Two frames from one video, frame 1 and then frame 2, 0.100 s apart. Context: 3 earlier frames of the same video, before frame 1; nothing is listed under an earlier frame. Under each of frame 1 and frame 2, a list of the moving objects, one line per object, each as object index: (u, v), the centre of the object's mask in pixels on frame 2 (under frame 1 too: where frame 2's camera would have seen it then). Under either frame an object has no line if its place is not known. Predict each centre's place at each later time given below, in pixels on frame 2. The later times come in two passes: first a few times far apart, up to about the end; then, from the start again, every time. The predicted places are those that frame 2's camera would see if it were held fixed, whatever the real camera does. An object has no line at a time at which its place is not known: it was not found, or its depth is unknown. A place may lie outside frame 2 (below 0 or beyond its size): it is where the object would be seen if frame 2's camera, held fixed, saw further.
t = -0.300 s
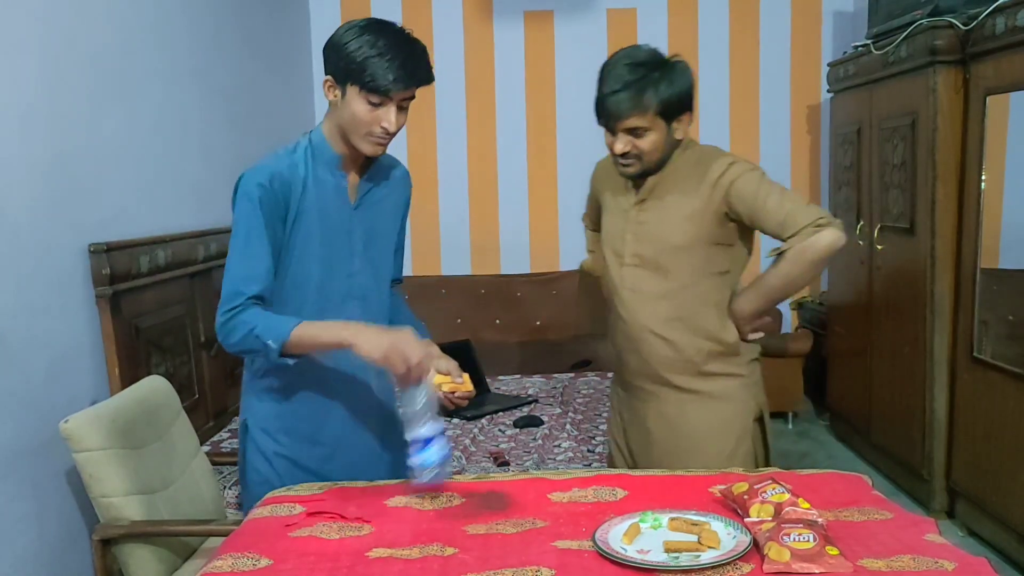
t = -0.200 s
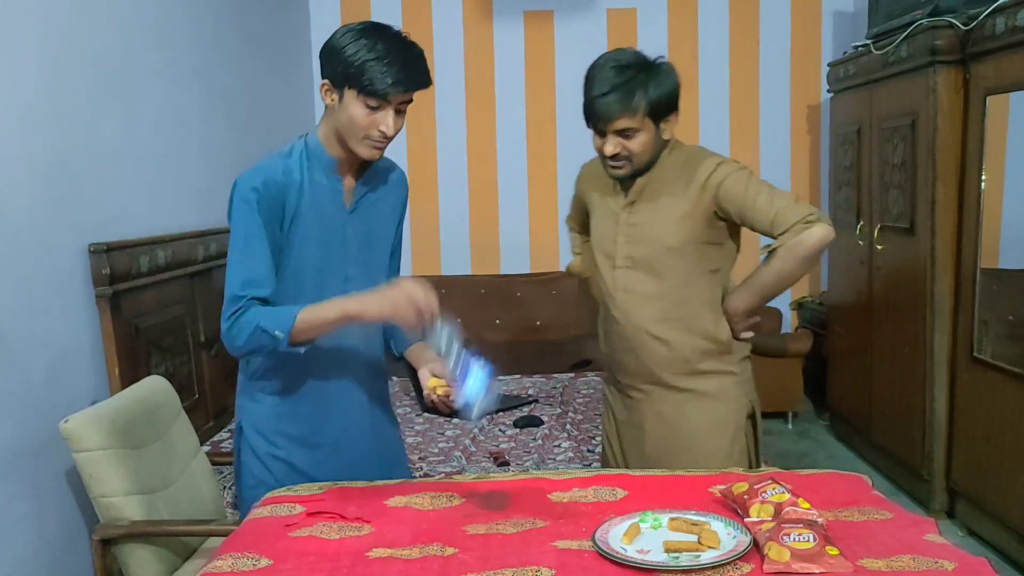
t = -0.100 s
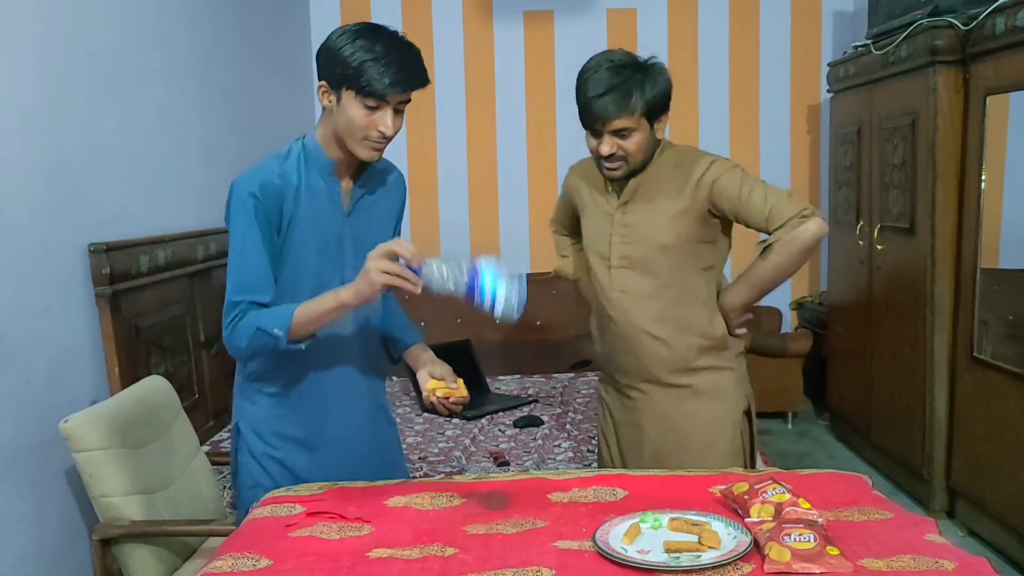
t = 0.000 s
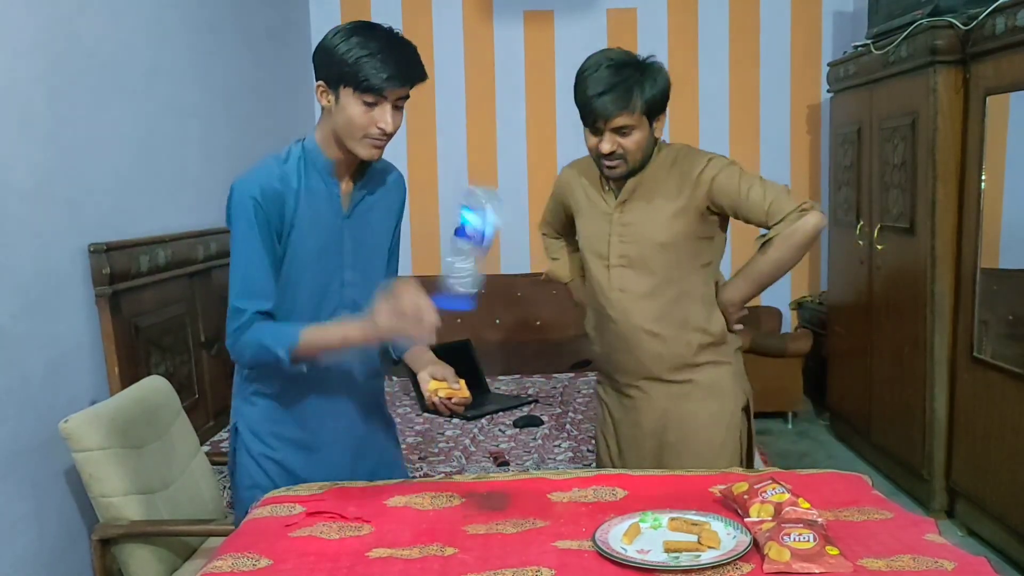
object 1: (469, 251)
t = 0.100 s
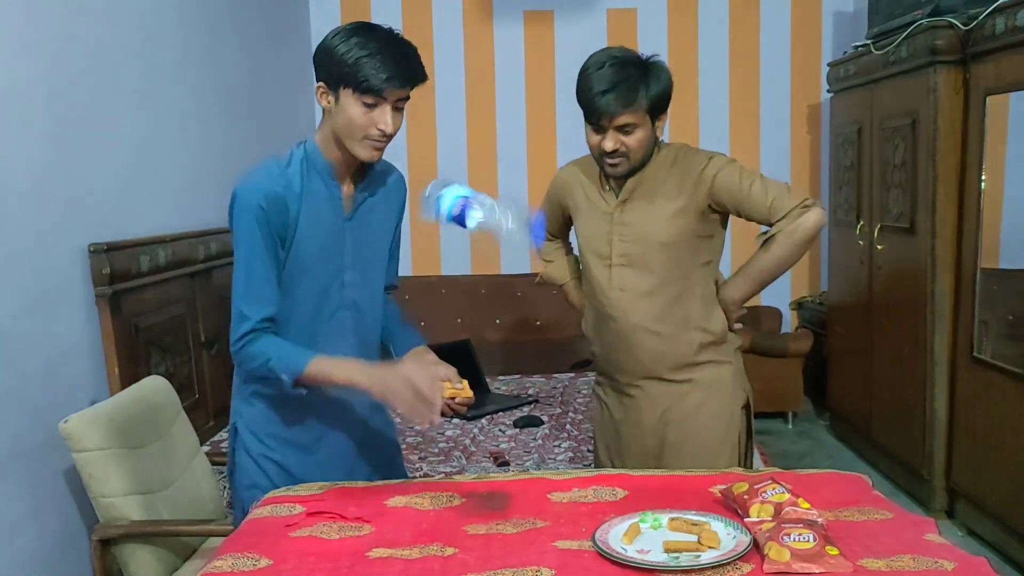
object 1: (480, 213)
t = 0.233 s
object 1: (432, 276)
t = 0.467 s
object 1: (362, 487)
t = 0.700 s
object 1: (335, 521)
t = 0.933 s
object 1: (334, 522)
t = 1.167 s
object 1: (334, 522)
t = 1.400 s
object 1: (334, 522)
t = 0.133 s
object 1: (471, 211)
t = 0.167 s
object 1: (460, 219)
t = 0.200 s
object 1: (444, 244)
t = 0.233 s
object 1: (432, 276)
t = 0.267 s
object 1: (425, 308)
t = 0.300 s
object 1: (419, 346)
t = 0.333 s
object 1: (412, 391)
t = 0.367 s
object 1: (405, 447)
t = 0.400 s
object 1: (395, 475)
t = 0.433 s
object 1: (378, 479)
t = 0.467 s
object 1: (362, 487)
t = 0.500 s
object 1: (350, 501)
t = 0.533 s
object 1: (346, 517)
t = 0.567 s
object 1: (341, 517)
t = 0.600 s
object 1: (337, 518)
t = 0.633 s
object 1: (337, 519)
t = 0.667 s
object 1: (336, 520)
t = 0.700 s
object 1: (335, 521)
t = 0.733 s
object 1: (334, 521)
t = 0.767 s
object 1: (334, 522)
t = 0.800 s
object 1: (334, 522)
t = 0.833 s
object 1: (334, 522)
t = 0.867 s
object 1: (334, 522)
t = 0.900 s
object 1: (334, 522)
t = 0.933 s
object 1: (334, 522)
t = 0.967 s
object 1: (334, 522)
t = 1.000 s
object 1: (334, 522)
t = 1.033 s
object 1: (334, 522)
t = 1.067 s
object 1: (334, 522)
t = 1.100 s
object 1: (334, 522)
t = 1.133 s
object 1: (334, 522)
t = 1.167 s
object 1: (334, 522)
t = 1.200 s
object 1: (334, 522)
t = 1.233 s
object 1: (334, 522)
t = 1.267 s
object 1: (334, 522)
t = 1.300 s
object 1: (334, 522)
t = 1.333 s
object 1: (334, 523)
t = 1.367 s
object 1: (334, 522)
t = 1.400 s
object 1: (334, 522)
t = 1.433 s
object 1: (334, 522)
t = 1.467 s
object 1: (334, 522)
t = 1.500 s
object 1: (334, 522)
